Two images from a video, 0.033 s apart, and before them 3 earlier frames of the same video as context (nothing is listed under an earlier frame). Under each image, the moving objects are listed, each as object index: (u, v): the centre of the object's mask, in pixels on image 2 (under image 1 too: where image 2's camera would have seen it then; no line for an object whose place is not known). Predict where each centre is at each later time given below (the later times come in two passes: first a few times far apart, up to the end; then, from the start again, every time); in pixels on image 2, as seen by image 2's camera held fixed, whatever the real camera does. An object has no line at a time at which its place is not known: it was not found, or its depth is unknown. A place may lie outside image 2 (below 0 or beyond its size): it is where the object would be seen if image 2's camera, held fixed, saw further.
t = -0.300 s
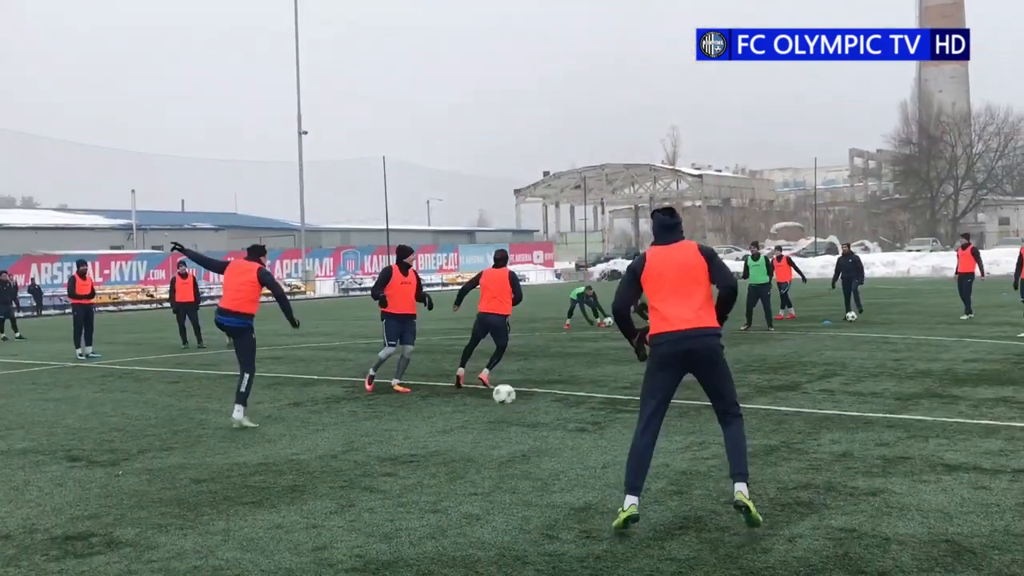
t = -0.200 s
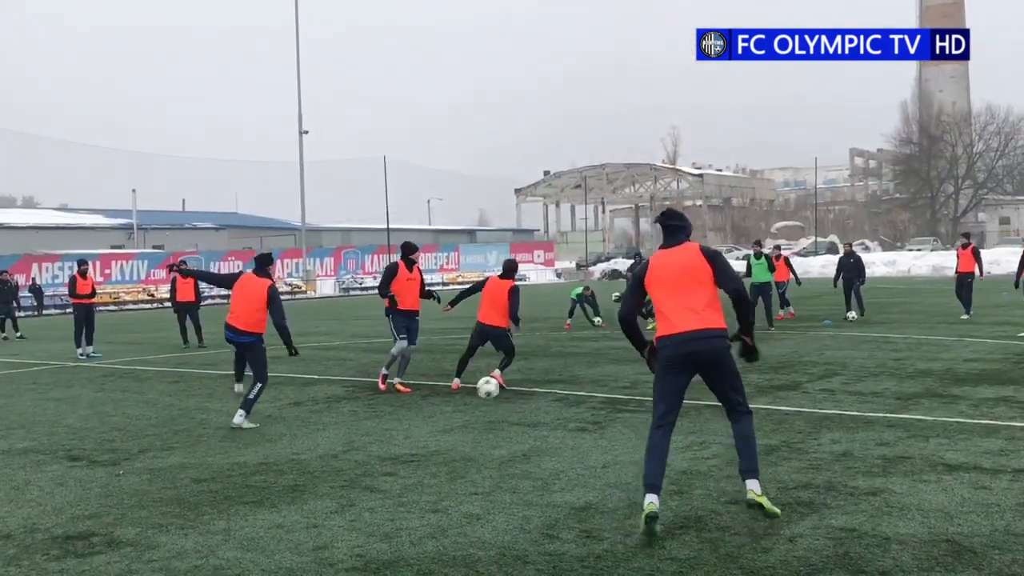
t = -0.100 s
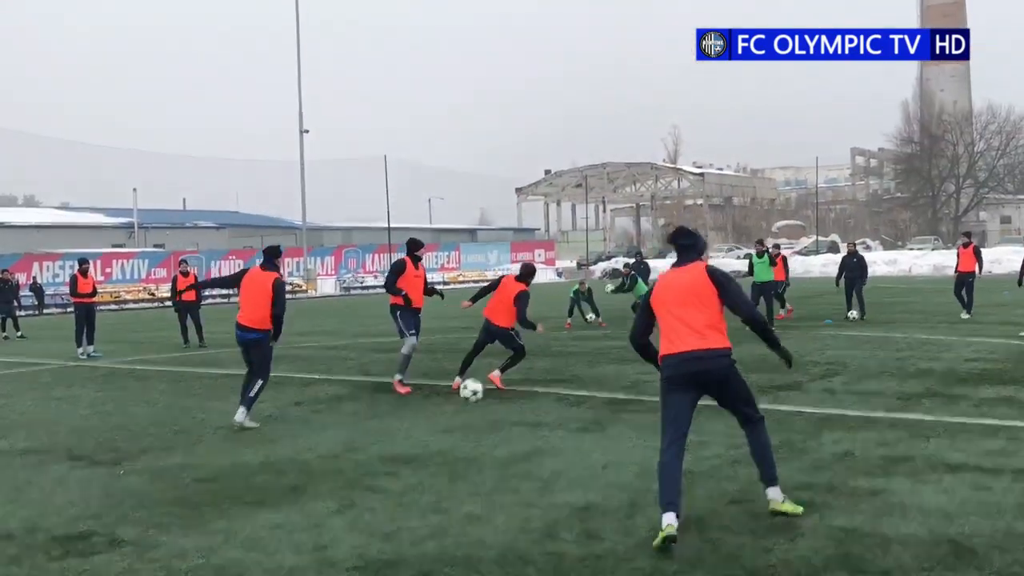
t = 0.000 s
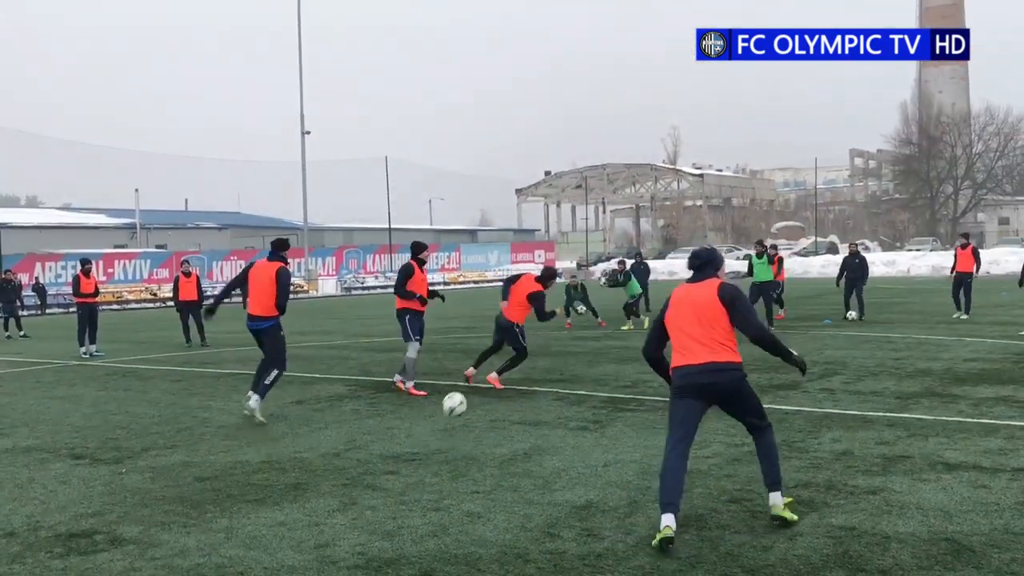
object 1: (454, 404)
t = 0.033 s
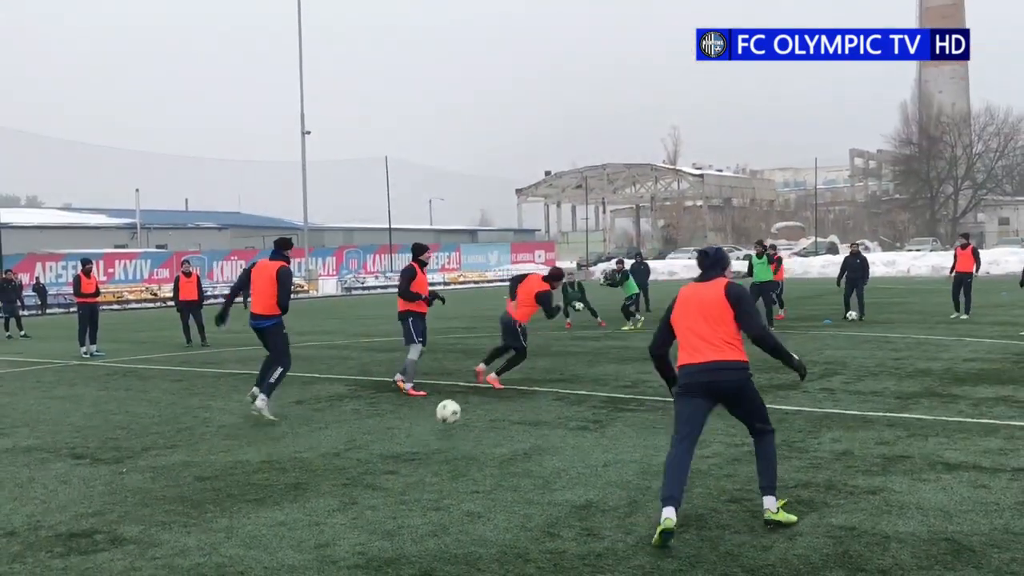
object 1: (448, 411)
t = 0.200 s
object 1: (417, 417)
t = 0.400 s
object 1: (379, 437)
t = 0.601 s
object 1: (334, 450)
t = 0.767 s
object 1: (293, 465)
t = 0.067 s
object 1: (442, 421)
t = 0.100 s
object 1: (436, 425)
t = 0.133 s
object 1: (430, 421)
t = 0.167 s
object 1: (424, 419)
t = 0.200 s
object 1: (417, 417)
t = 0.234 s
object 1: (411, 417)
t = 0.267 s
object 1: (405, 418)
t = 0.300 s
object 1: (399, 421)
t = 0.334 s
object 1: (392, 424)
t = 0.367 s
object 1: (386, 430)
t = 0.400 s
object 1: (379, 437)
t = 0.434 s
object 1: (371, 446)
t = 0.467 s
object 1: (364, 448)
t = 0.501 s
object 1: (357, 446)
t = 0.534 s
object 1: (349, 446)
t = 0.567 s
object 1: (342, 447)
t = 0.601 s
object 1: (334, 450)
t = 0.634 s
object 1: (326, 454)
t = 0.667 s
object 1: (318, 460)
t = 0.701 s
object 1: (310, 467)
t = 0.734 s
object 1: (301, 465)
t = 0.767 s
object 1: (293, 465)
